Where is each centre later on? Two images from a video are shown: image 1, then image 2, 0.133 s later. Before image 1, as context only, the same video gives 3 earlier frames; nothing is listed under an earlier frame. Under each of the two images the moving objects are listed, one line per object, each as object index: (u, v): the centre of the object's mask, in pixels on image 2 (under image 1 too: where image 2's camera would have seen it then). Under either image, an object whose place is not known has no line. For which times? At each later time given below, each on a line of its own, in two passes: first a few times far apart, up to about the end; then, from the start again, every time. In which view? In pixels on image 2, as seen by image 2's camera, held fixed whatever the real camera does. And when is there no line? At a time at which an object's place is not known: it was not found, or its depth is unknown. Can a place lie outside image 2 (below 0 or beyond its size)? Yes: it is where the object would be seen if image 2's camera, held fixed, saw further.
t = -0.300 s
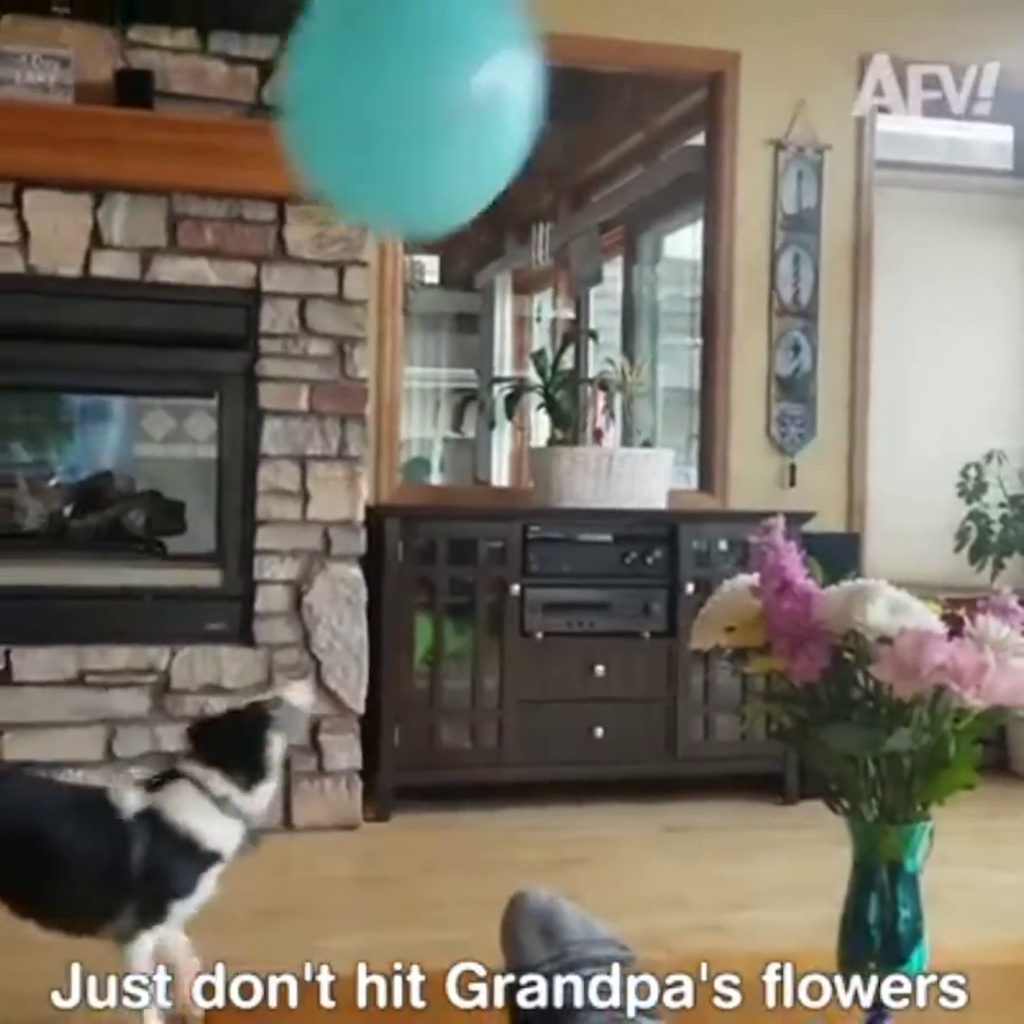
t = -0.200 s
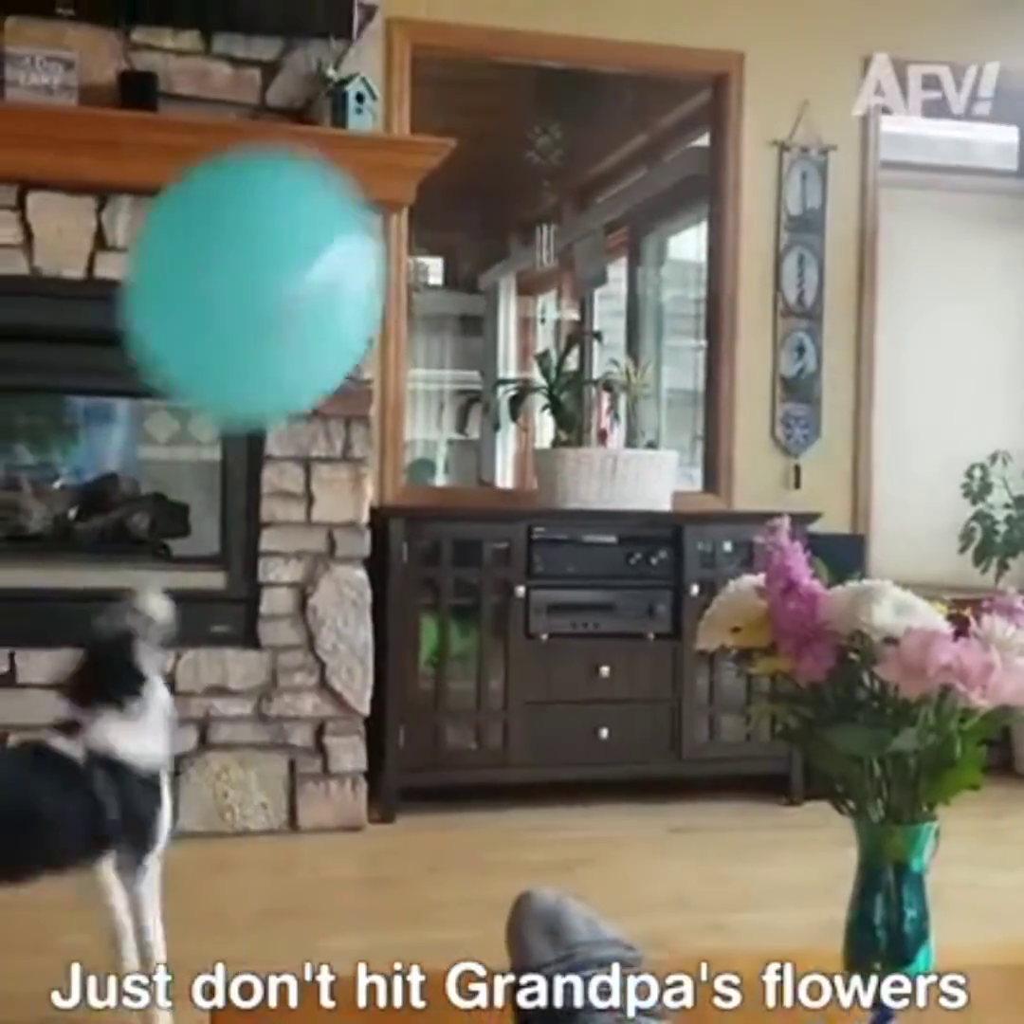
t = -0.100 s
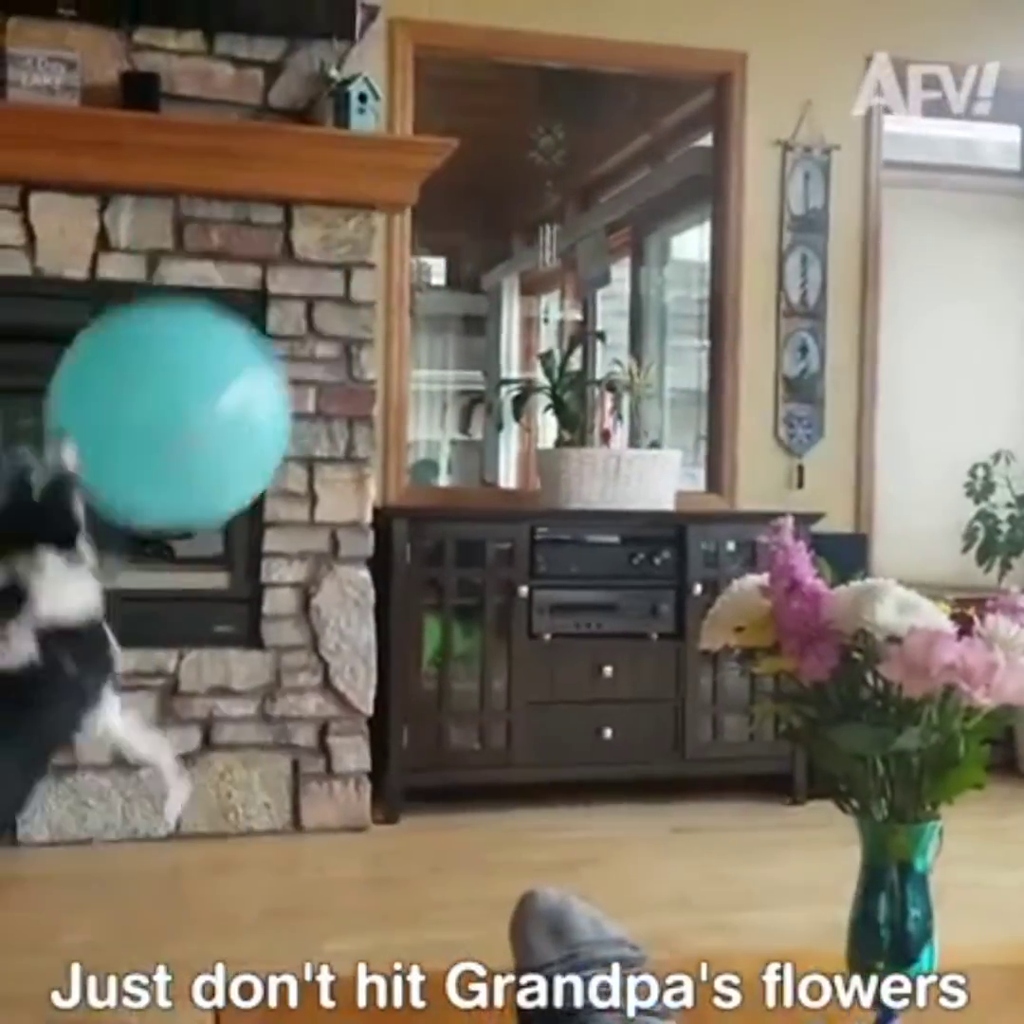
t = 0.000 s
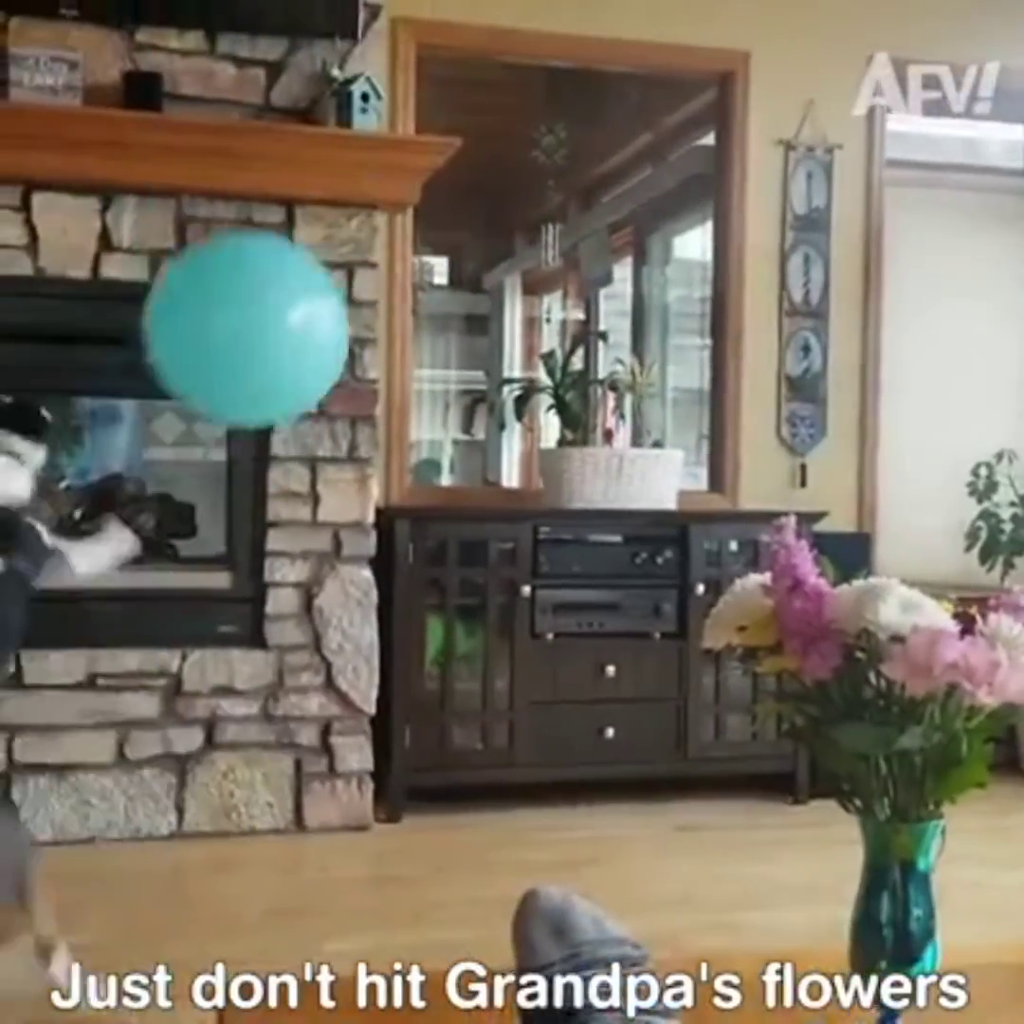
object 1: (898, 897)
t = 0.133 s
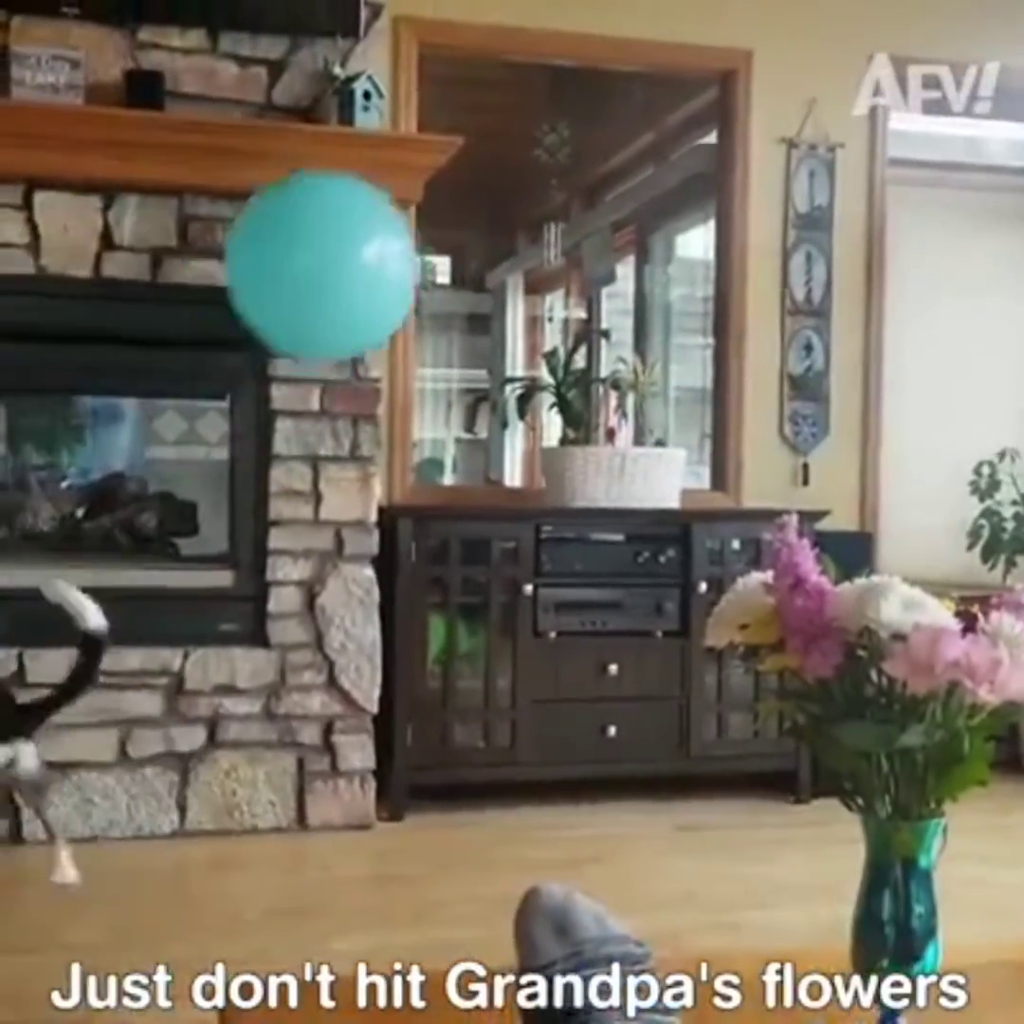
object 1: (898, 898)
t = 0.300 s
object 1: (898, 901)
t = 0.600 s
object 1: (897, 915)
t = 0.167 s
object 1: (898, 898)
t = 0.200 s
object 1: (898, 899)
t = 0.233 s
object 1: (898, 900)
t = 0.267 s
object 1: (898, 900)
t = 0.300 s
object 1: (898, 901)
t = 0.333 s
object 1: (898, 901)
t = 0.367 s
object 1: (898, 901)
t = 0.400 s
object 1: (898, 902)
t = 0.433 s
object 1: (898, 902)
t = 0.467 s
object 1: (897, 915)
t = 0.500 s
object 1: (897, 916)
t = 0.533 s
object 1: (897, 915)
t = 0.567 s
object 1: (897, 915)
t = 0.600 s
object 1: (897, 915)
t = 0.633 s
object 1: (900, 917)
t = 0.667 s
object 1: (907, 918)
